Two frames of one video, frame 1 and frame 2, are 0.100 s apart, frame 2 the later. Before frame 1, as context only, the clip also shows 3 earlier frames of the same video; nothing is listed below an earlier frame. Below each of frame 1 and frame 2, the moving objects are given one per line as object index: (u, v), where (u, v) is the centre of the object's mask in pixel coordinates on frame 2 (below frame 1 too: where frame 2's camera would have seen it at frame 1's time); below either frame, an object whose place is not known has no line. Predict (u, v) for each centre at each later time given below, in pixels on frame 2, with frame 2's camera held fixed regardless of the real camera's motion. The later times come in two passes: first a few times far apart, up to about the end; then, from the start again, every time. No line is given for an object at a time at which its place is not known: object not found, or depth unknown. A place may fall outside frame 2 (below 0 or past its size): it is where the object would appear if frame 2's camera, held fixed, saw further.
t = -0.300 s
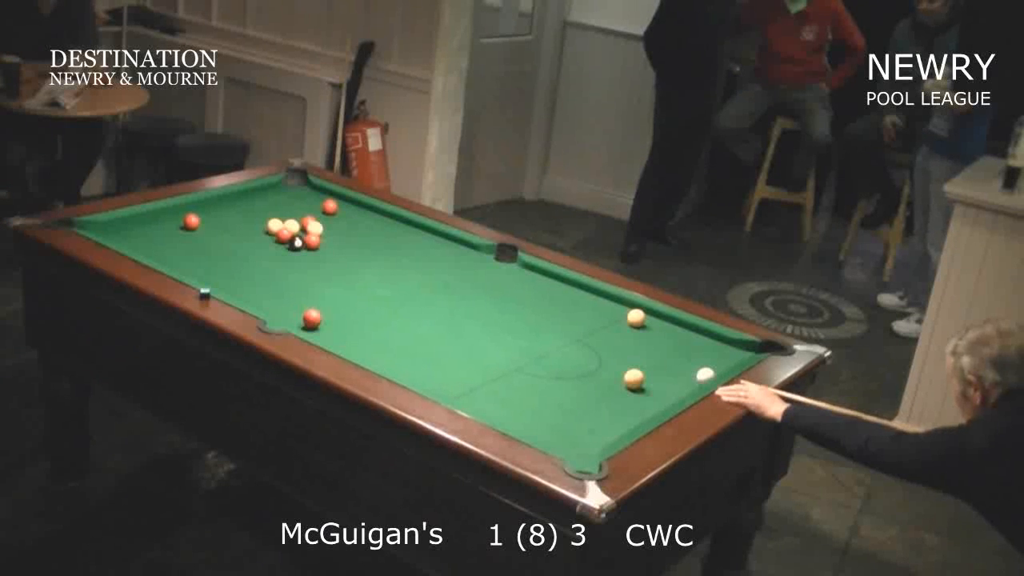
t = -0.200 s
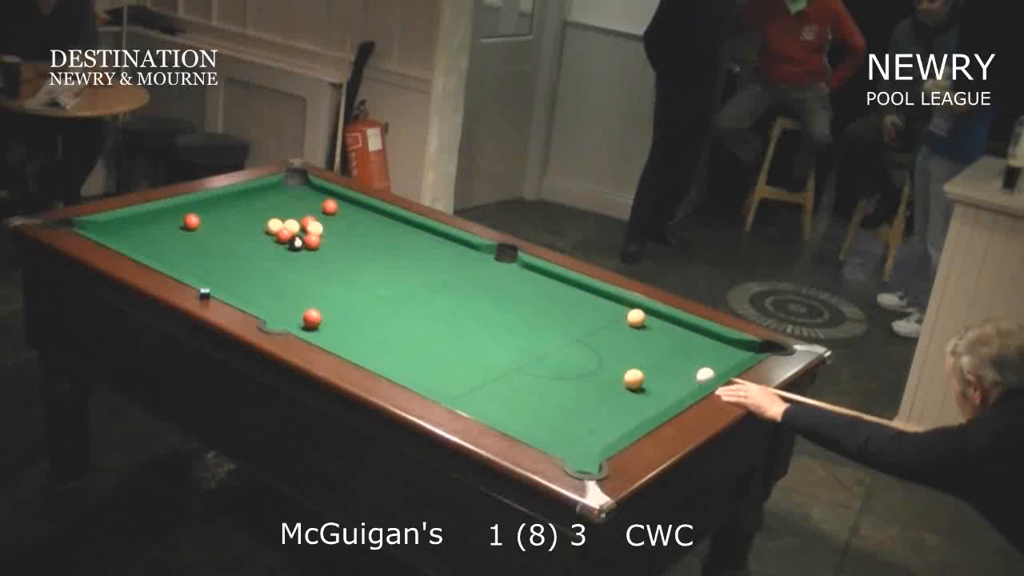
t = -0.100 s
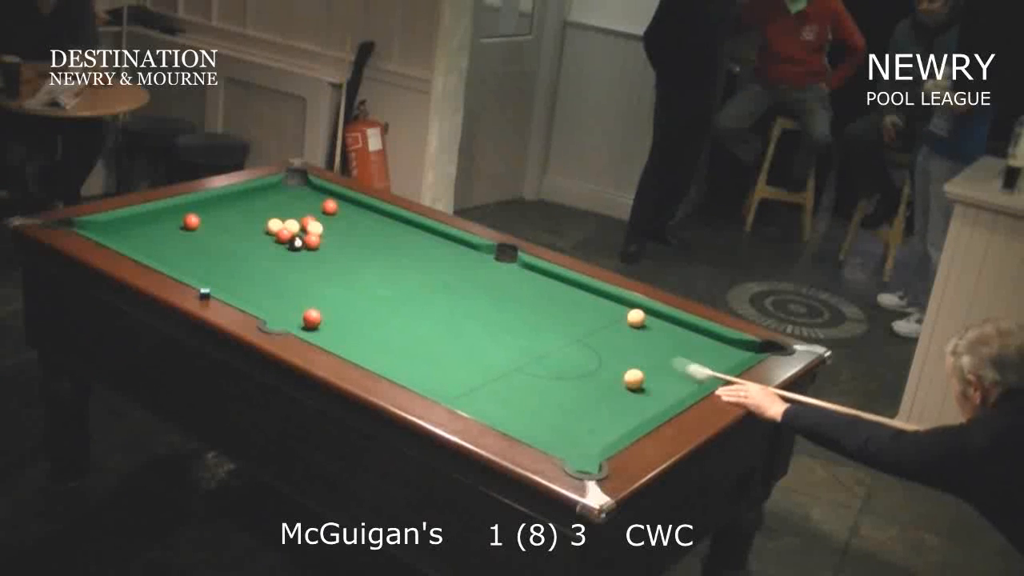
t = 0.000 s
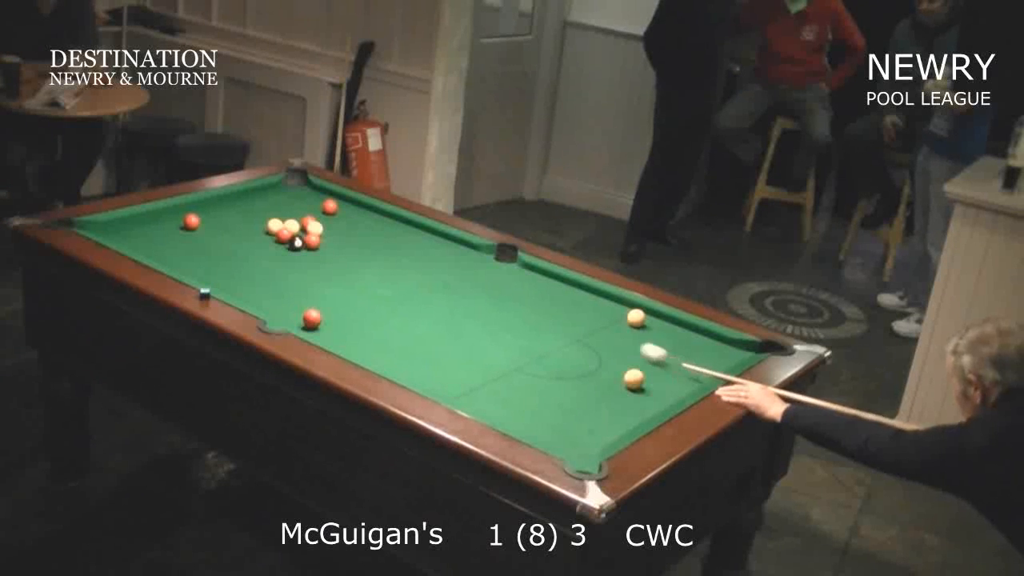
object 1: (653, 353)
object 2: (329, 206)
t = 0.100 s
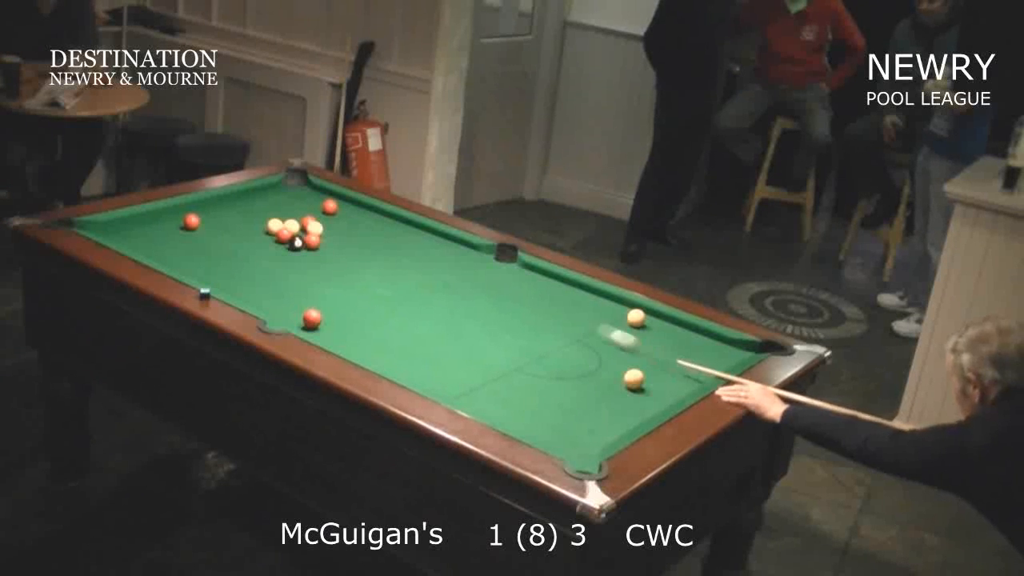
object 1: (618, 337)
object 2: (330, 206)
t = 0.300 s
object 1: (548, 306)
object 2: (329, 206)
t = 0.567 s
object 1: (468, 272)
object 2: (329, 206)
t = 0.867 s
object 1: (387, 236)
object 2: (330, 206)
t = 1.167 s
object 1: (319, 211)
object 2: (329, 201)
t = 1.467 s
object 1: (263, 205)
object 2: (317, 189)
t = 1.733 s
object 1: (217, 200)
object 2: (294, 186)
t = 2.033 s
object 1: (213, 211)
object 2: (278, 185)
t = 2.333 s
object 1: (214, 221)
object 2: (278, 190)
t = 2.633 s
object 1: (213, 232)
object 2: (279, 195)
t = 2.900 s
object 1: (213, 240)
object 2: (279, 200)
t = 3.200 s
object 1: (212, 250)
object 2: (278, 202)
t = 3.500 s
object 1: (211, 257)
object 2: (278, 205)
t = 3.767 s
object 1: (211, 263)
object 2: (278, 206)
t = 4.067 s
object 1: (209, 270)
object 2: (277, 206)
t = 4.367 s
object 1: (208, 275)
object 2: (277, 207)
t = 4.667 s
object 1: (208, 277)
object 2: (277, 207)
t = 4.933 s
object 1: (207, 279)
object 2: (277, 207)
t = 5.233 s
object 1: (206, 281)
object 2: (277, 207)
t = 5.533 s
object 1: (206, 281)
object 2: (277, 207)
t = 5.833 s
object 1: (205, 281)
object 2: (277, 207)
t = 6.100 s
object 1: (205, 281)
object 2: (277, 207)
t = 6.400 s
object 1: (205, 281)
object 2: (277, 207)
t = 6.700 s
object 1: (205, 281)
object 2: (277, 207)
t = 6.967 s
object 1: (205, 281)
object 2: (277, 207)
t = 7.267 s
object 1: (205, 281)
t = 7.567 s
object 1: (205, 281)
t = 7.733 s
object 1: (205, 281)
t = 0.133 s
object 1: (609, 334)
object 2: (329, 206)
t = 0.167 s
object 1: (595, 327)
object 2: (329, 206)
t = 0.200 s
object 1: (581, 321)
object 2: (329, 206)
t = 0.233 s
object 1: (567, 315)
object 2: (329, 206)
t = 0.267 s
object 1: (560, 312)
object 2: (329, 206)
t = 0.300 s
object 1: (548, 306)
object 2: (329, 206)
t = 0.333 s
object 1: (540, 304)
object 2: (329, 206)
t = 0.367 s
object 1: (528, 298)
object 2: (330, 206)
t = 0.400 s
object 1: (515, 293)
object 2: (330, 206)
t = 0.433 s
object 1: (503, 287)
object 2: (330, 206)
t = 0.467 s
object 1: (496, 284)
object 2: (329, 206)
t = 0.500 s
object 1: (486, 280)
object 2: (329, 206)
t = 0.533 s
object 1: (479, 277)
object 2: (329, 206)
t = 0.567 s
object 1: (468, 272)
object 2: (329, 206)
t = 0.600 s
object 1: (456, 267)
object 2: (330, 206)
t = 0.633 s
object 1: (445, 262)
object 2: (330, 206)
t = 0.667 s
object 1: (439, 259)
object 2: (330, 206)
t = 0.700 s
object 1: (430, 255)
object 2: (330, 206)
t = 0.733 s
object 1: (423, 252)
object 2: (330, 206)
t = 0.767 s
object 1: (413, 248)
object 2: (330, 206)
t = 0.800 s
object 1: (402, 243)
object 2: (330, 206)
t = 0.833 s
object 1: (392, 239)
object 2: (330, 206)
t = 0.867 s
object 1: (387, 236)
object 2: (330, 206)
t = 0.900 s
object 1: (378, 232)
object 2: (330, 206)
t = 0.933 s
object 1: (372, 230)
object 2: (330, 206)
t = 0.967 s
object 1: (363, 226)
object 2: (330, 206)
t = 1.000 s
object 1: (354, 222)
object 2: (330, 206)
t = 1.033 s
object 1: (345, 217)
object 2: (329, 206)
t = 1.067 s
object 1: (341, 216)
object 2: (328, 204)
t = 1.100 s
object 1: (333, 213)
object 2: (329, 203)
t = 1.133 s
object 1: (327, 212)
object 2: (330, 202)
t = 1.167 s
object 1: (319, 211)
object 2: (329, 201)
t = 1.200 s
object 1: (312, 210)
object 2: (327, 199)
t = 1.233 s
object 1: (304, 209)
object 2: (327, 198)
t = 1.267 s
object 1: (300, 209)
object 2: (326, 196)
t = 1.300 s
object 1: (294, 208)
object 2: (326, 195)
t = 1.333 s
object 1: (289, 208)
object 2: (325, 194)
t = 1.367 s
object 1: (282, 207)
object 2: (324, 192)
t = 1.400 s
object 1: (274, 206)
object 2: (323, 191)
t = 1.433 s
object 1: (267, 206)
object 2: (320, 190)
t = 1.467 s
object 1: (263, 205)
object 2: (317, 189)
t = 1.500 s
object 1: (257, 204)
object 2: (315, 189)
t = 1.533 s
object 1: (252, 204)
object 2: (312, 188)
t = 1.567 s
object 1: (245, 203)
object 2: (308, 188)
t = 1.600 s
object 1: (238, 202)
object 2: (304, 187)
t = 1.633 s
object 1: (231, 201)
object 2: (301, 186)
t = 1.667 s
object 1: (227, 200)
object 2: (299, 186)
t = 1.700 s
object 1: (221, 200)
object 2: (296, 186)
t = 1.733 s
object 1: (217, 200)
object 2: (294, 186)
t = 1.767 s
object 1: (213, 200)
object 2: (290, 185)
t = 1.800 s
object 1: (213, 201)
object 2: (287, 185)
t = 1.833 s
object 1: (213, 203)
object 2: (283, 184)
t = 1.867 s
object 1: (214, 204)
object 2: (281, 185)
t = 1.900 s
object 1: (214, 205)
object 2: (279, 184)
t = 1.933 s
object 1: (213, 206)
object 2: (278, 184)
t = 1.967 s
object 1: (213, 208)
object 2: (278, 184)
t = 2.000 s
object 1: (213, 209)
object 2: (278, 184)
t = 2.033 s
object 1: (213, 211)
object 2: (278, 185)
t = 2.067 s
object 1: (214, 211)
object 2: (278, 186)
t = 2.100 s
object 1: (214, 213)
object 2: (278, 187)
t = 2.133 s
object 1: (214, 213)
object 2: (278, 187)
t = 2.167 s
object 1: (214, 215)
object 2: (278, 188)
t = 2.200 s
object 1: (214, 217)
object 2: (278, 188)
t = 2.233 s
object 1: (214, 218)
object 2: (278, 189)
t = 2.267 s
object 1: (214, 219)
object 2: (278, 189)
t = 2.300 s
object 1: (214, 220)
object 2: (278, 190)
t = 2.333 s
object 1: (214, 221)
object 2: (278, 190)
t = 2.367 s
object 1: (214, 222)
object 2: (278, 191)
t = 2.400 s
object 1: (214, 224)
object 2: (278, 192)
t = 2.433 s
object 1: (214, 225)
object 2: (278, 192)
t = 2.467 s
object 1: (214, 226)
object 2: (278, 193)
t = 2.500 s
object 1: (214, 227)
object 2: (279, 193)
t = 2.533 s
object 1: (214, 228)
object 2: (279, 193)
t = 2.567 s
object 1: (213, 229)
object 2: (279, 194)
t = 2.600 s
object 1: (213, 231)
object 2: (279, 195)
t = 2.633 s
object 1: (213, 232)
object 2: (279, 195)
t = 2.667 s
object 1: (213, 233)
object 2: (279, 196)
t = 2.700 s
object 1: (213, 234)
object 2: (279, 196)
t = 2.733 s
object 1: (213, 235)
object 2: (278, 197)
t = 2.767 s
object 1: (213, 236)
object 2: (278, 197)
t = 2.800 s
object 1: (213, 238)
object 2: (279, 198)
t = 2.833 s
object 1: (213, 239)
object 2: (279, 198)
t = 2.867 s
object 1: (213, 240)
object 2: (279, 199)
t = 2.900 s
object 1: (213, 240)
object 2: (279, 200)
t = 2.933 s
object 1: (213, 241)
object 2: (279, 200)
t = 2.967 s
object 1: (213, 243)
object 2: (278, 200)
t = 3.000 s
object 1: (212, 244)
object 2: (279, 201)
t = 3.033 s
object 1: (212, 245)
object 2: (278, 201)
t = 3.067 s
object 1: (212, 246)
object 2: (278, 201)
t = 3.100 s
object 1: (212, 246)
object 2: (278, 201)
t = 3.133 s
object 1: (212, 247)
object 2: (278, 202)
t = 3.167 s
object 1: (212, 248)
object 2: (278, 202)
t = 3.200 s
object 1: (212, 250)
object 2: (278, 202)
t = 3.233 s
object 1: (211, 251)
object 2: (278, 203)
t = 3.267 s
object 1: (211, 251)
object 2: (278, 203)
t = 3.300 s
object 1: (211, 252)
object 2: (278, 204)
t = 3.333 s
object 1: (211, 253)
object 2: (278, 204)
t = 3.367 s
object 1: (211, 254)
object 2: (278, 204)
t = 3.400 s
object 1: (211, 255)
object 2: (278, 204)
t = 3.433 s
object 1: (211, 256)
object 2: (278, 204)
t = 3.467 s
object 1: (211, 257)
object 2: (278, 204)
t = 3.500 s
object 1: (211, 257)
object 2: (278, 205)
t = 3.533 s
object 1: (211, 258)
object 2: (278, 205)
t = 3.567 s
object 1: (211, 259)
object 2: (278, 205)
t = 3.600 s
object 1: (210, 260)
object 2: (278, 205)
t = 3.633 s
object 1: (210, 261)
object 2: (278, 205)
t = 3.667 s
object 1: (210, 262)
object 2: (278, 206)
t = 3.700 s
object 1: (210, 262)
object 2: (278, 206)
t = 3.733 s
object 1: (210, 263)
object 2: (278, 206)
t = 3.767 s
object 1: (211, 263)
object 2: (278, 206)
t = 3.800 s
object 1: (210, 265)
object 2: (278, 206)
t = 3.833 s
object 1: (210, 266)
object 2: (278, 206)
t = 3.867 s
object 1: (210, 266)
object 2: (278, 206)
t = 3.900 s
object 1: (210, 267)
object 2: (277, 206)
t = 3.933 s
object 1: (209, 267)
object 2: (277, 206)
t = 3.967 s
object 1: (209, 268)
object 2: (277, 206)
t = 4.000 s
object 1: (209, 269)
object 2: (277, 206)
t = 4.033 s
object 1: (209, 269)
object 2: (277, 206)
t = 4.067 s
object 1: (209, 270)
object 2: (277, 206)
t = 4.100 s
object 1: (209, 270)
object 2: (277, 206)
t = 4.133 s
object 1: (209, 271)
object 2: (277, 206)
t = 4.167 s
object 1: (209, 272)
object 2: (277, 207)
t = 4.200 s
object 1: (209, 272)
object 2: (277, 206)
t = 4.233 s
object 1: (209, 273)
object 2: (277, 207)
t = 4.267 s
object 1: (208, 273)
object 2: (277, 206)
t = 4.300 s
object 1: (208, 274)
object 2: (277, 206)
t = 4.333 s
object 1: (208, 274)
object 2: (277, 207)
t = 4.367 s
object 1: (208, 275)
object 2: (277, 207)
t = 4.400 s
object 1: (208, 275)
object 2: (277, 207)
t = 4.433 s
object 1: (208, 275)
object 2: (277, 207)
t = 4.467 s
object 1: (208, 276)
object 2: (277, 207)
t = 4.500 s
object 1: (208, 276)
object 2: (277, 207)
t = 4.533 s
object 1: (208, 276)
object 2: (277, 207)
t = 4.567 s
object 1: (208, 277)
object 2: (277, 207)
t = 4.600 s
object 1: (208, 277)
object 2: (277, 207)
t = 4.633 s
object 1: (208, 277)
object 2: (277, 207)
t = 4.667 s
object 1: (208, 277)
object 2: (277, 207)
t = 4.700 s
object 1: (208, 278)
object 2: (277, 207)
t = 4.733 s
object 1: (208, 278)
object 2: (277, 207)
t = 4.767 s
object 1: (207, 278)
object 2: (277, 207)
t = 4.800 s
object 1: (207, 279)
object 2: (277, 207)
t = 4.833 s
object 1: (207, 279)
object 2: (277, 207)
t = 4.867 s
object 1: (207, 279)
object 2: (277, 207)
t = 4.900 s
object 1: (207, 279)
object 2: (277, 207)
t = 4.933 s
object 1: (207, 279)
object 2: (277, 207)
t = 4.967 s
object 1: (206, 279)
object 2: (277, 207)
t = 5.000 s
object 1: (206, 280)
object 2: (277, 207)
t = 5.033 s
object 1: (206, 280)
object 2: (277, 207)
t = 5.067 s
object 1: (206, 280)
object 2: (277, 207)
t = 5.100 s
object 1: (206, 280)
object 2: (277, 207)
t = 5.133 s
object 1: (206, 280)
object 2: (277, 207)
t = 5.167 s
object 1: (206, 280)
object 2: (277, 207)
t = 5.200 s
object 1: (206, 281)
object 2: (277, 207)
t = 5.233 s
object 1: (206, 281)
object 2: (277, 207)
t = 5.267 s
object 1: (205, 281)
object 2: (277, 207)
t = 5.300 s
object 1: (206, 281)
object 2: (277, 207)
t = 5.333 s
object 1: (205, 281)
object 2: (277, 207)
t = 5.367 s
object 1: (205, 281)
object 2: (277, 207)
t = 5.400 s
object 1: (205, 281)
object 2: (277, 207)
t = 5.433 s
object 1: (205, 281)
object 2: (277, 207)
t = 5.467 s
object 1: (205, 281)
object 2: (277, 207)
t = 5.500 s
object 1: (206, 281)
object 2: (277, 207)
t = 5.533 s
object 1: (206, 281)
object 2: (277, 207)
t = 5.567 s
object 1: (205, 281)
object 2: (277, 207)
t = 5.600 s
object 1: (205, 281)
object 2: (277, 206)
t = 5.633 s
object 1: (205, 281)
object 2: (277, 207)
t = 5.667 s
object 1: (205, 281)
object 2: (277, 207)
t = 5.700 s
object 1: (205, 281)
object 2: (277, 207)
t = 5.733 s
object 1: (205, 281)
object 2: (277, 207)
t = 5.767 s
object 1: (205, 281)
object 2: (277, 207)
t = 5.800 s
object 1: (205, 281)
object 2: (277, 207)
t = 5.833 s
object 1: (205, 281)
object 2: (277, 207)
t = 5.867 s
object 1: (205, 281)
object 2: (277, 207)
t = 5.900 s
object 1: (205, 281)
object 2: (277, 207)
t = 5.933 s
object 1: (205, 281)
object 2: (277, 207)
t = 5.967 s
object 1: (205, 281)
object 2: (277, 207)
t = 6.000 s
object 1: (205, 281)
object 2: (277, 207)
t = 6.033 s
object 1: (205, 281)
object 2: (277, 207)
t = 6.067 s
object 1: (205, 281)
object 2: (277, 207)
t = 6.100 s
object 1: (205, 281)
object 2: (277, 207)
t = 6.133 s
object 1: (205, 281)
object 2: (277, 207)
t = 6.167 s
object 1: (205, 281)
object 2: (277, 207)
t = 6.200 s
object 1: (205, 281)
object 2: (277, 207)
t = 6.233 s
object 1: (205, 281)
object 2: (277, 207)
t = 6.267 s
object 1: (205, 281)
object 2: (277, 207)
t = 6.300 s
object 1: (205, 281)
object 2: (277, 207)
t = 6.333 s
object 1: (205, 281)
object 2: (277, 207)
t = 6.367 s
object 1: (205, 281)
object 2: (277, 207)
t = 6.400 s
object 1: (205, 281)
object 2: (277, 207)
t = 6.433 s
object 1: (205, 281)
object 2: (277, 207)
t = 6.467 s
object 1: (205, 281)
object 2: (277, 207)
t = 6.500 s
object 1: (205, 281)
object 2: (277, 207)
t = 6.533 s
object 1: (205, 281)
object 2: (277, 207)
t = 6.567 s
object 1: (205, 281)
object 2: (277, 207)
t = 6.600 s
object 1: (205, 281)
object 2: (277, 207)
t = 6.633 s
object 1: (205, 281)
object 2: (277, 207)
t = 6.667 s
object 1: (205, 281)
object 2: (277, 207)
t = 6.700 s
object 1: (205, 281)
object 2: (277, 207)
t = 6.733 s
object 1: (205, 281)
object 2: (277, 207)
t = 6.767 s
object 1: (205, 281)
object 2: (277, 207)
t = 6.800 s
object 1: (205, 281)
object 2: (277, 207)
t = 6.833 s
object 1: (205, 281)
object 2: (277, 207)
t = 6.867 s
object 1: (205, 281)
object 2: (277, 207)
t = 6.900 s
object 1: (205, 281)
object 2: (277, 207)
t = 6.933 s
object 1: (205, 281)
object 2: (277, 207)
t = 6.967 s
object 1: (205, 281)
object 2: (277, 207)
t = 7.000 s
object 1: (205, 281)
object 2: (277, 207)
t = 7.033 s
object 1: (205, 281)
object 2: (277, 207)
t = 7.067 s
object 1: (205, 281)
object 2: (277, 207)
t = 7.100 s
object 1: (205, 281)
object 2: (277, 207)
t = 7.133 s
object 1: (205, 281)
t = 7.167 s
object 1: (205, 281)
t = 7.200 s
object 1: (205, 281)
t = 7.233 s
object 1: (205, 281)
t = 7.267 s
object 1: (205, 281)
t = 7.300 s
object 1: (205, 281)
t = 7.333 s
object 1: (205, 281)
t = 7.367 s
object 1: (205, 281)
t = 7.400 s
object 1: (205, 281)
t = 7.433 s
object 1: (205, 281)
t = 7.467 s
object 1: (205, 281)
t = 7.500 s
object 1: (205, 281)
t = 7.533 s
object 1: (205, 281)
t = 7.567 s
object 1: (205, 281)
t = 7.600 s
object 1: (205, 281)
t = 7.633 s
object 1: (205, 281)
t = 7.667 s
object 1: (205, 281)
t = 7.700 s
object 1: (205, 281)
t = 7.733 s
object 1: (205, 281)
